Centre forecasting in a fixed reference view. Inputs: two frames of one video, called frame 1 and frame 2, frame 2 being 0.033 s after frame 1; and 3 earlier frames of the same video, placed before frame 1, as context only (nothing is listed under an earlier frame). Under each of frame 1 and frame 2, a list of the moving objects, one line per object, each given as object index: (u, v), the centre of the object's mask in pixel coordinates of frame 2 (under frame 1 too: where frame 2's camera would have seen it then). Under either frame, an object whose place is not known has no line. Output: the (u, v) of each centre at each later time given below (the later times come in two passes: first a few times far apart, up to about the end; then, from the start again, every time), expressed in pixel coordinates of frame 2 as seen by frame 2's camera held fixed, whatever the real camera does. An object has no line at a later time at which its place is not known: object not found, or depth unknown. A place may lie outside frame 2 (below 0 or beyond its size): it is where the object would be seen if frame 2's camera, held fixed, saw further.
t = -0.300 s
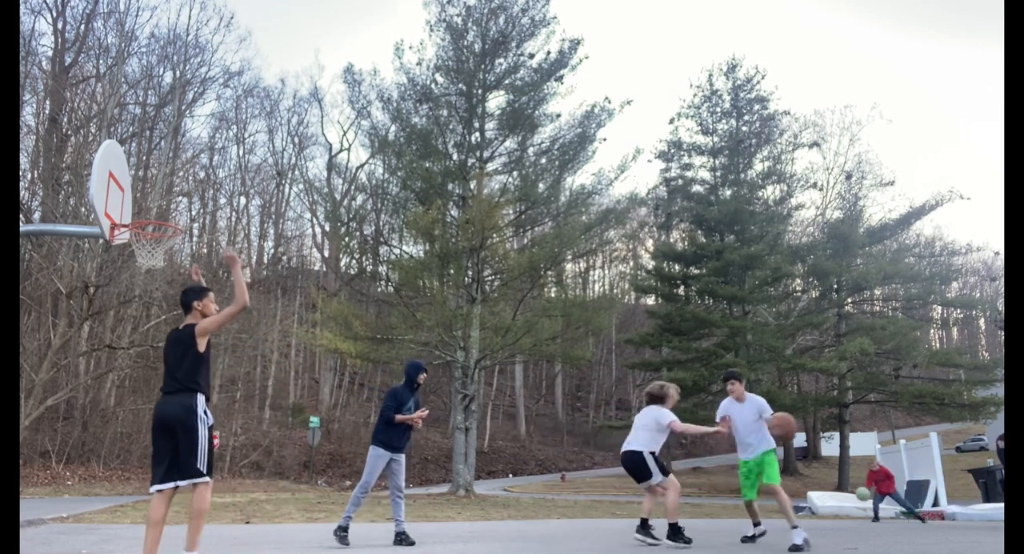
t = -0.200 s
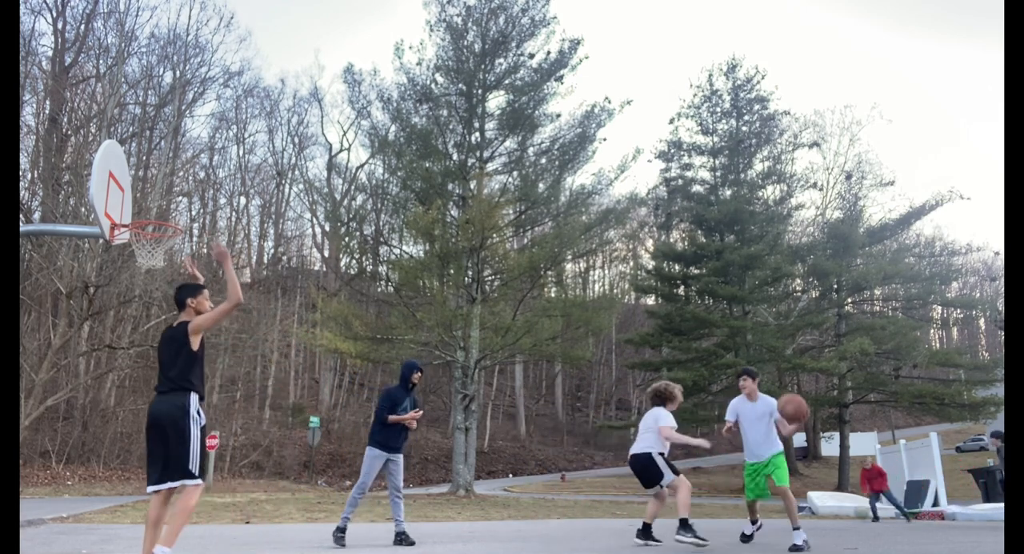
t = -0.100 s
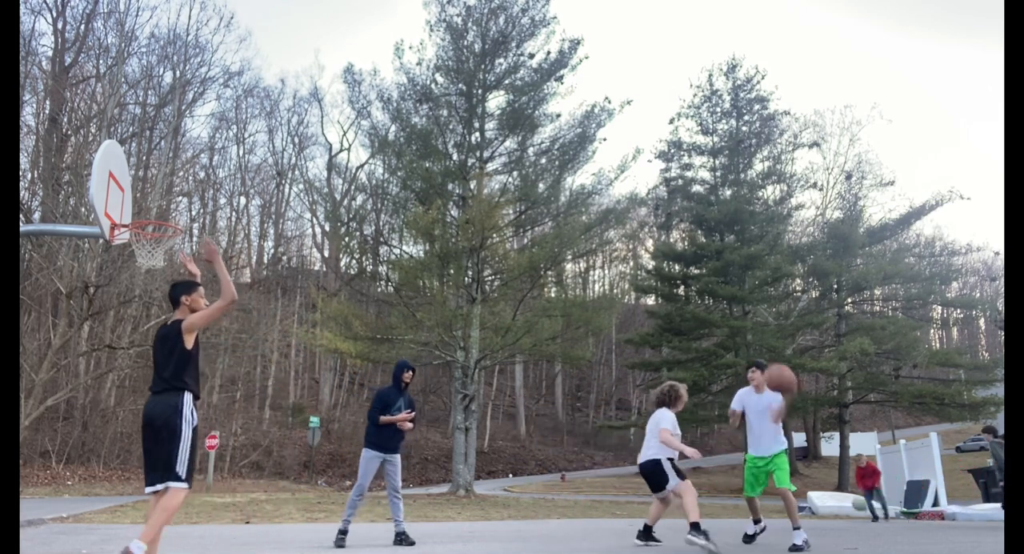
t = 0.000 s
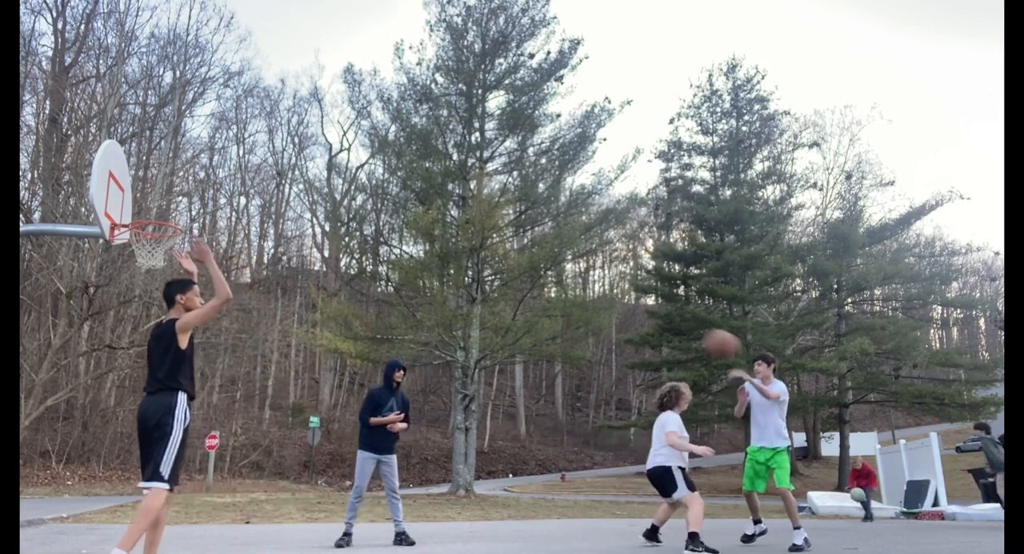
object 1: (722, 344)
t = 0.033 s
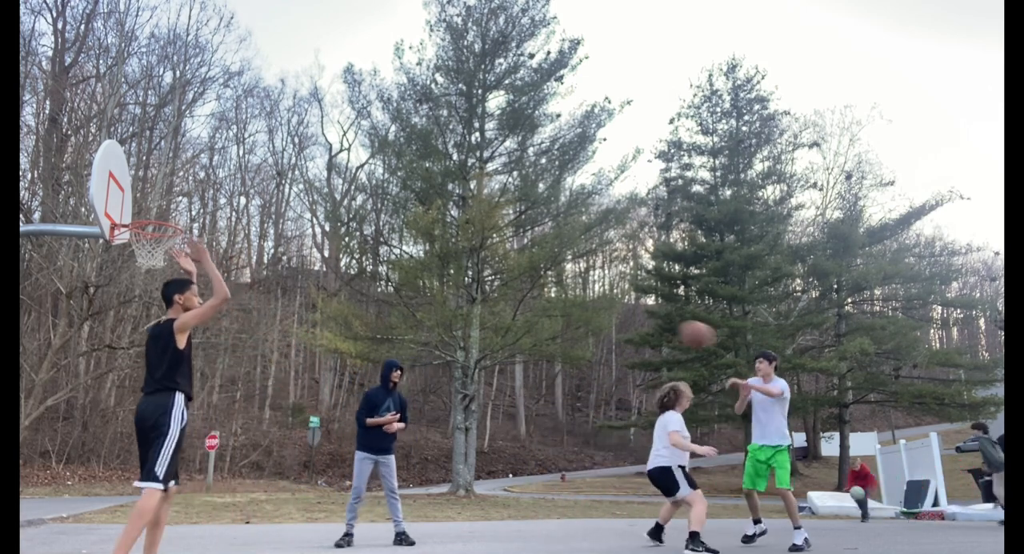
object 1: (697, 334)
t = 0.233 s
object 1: (539, 305)
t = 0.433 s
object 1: (352, 319)
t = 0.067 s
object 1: (671, 327)
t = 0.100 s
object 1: (646, 321)
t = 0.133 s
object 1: (619, 315)
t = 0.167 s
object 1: (592, 310)
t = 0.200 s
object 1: (564, 308)
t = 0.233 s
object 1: (539, 305)
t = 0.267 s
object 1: (508, 303)
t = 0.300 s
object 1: (479, 304)
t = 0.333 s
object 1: (448, 305)
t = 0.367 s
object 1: (416, 308)
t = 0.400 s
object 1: (385, 313)
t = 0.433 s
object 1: (352, 319)
